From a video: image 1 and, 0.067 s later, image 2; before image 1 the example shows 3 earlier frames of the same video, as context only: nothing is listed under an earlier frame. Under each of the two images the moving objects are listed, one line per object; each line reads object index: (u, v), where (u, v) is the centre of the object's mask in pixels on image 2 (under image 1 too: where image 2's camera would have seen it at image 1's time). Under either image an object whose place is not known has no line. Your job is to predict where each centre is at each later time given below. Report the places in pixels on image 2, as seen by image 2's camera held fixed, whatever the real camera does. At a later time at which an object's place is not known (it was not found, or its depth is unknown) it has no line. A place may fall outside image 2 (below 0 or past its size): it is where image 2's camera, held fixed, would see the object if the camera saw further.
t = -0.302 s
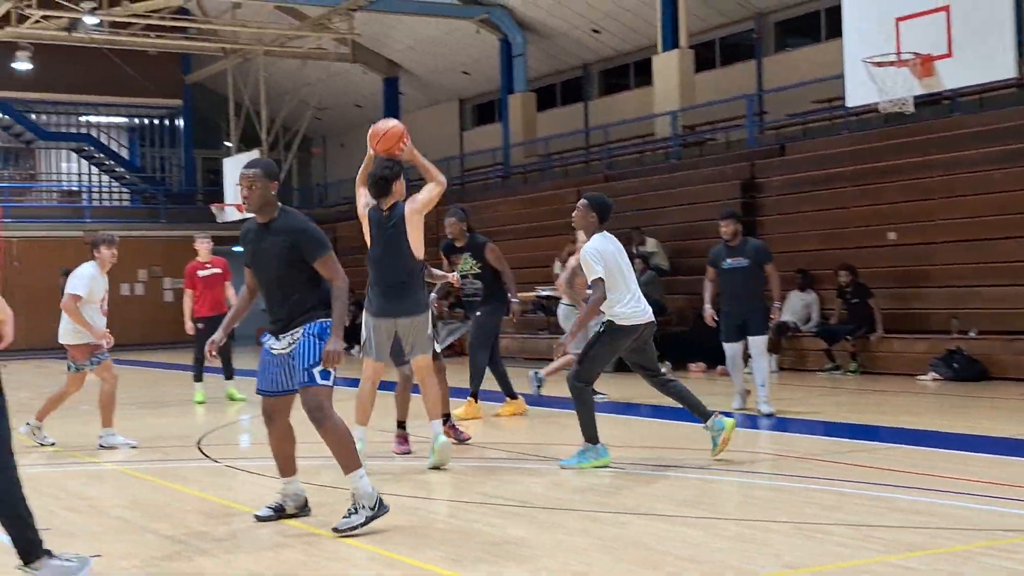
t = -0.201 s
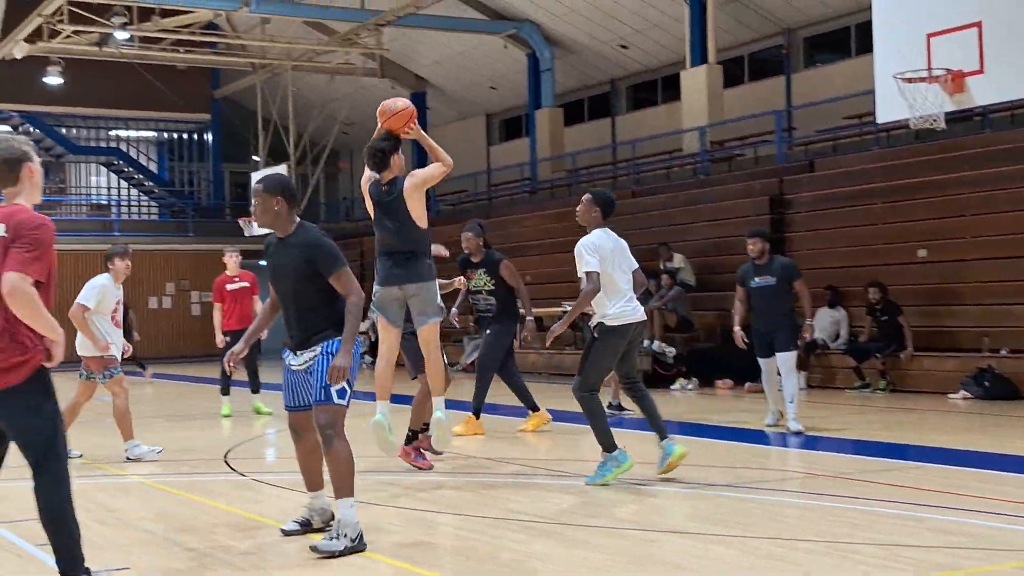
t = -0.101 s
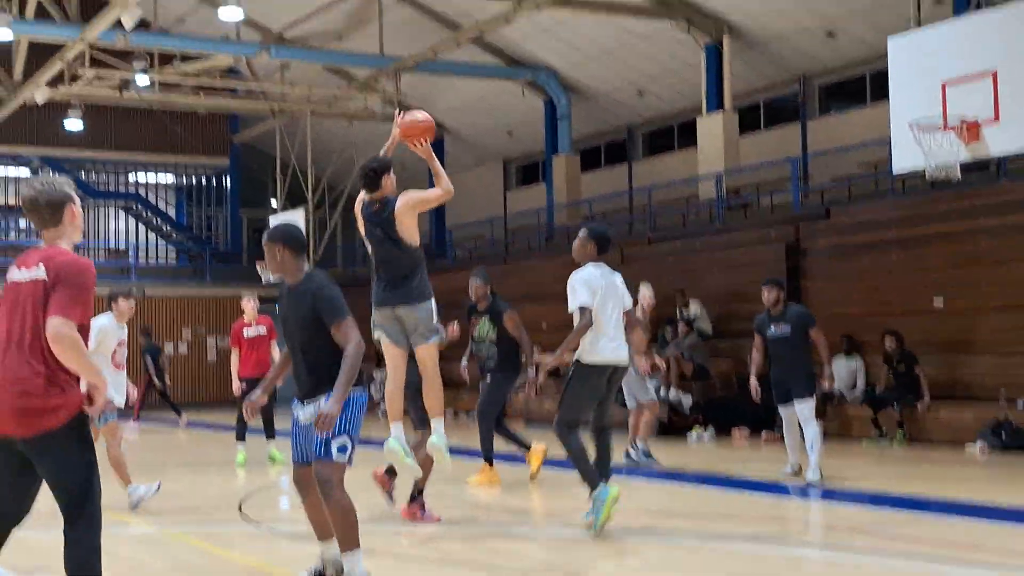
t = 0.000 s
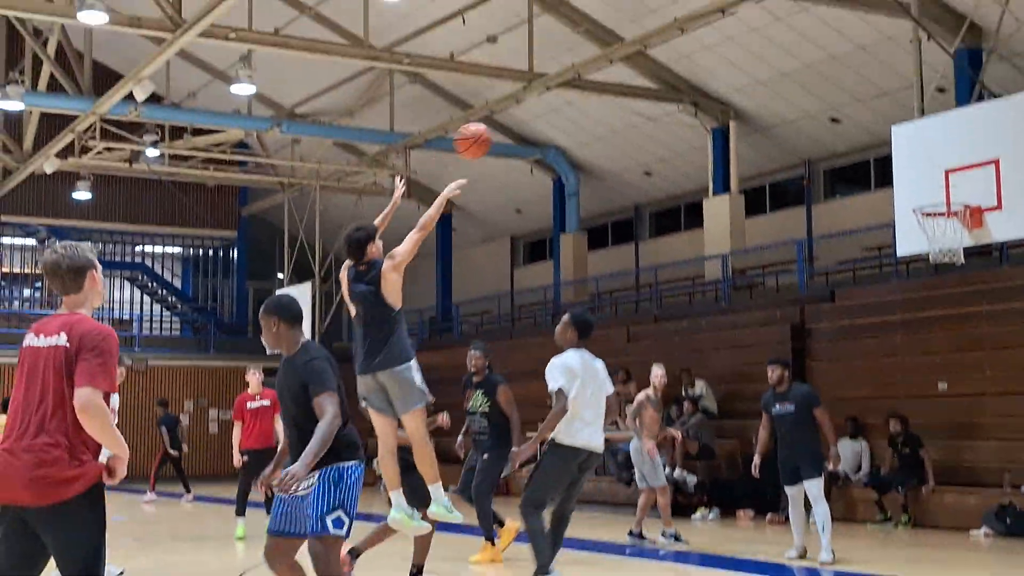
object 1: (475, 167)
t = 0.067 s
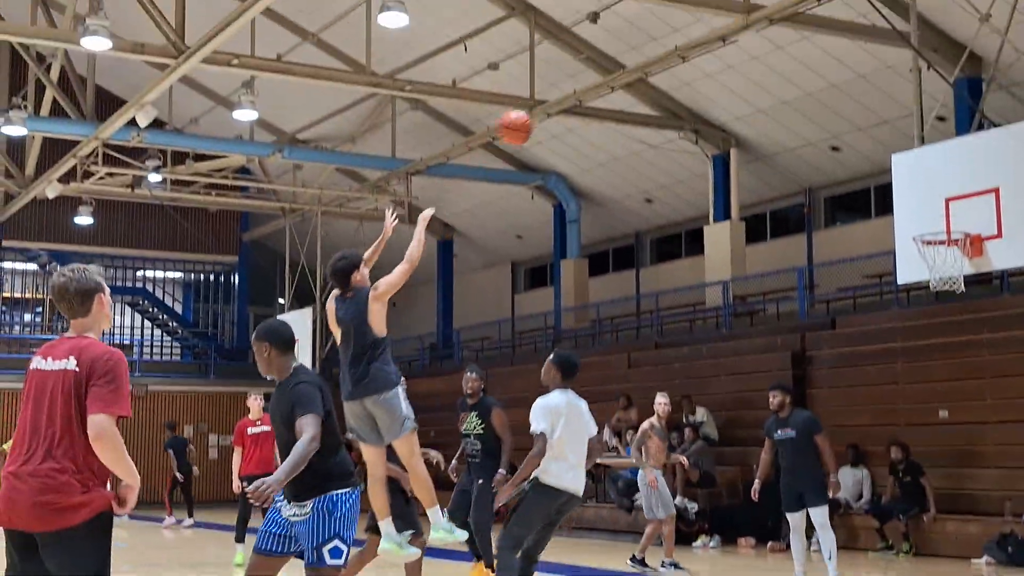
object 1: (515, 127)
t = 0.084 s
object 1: (525, 118)
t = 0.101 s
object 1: (535, 110)
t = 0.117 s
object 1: (543, 103)
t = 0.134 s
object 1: (553, 96)
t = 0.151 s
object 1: (562, 89)
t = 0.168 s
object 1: (571, 82)
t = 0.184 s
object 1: (580, 76)
